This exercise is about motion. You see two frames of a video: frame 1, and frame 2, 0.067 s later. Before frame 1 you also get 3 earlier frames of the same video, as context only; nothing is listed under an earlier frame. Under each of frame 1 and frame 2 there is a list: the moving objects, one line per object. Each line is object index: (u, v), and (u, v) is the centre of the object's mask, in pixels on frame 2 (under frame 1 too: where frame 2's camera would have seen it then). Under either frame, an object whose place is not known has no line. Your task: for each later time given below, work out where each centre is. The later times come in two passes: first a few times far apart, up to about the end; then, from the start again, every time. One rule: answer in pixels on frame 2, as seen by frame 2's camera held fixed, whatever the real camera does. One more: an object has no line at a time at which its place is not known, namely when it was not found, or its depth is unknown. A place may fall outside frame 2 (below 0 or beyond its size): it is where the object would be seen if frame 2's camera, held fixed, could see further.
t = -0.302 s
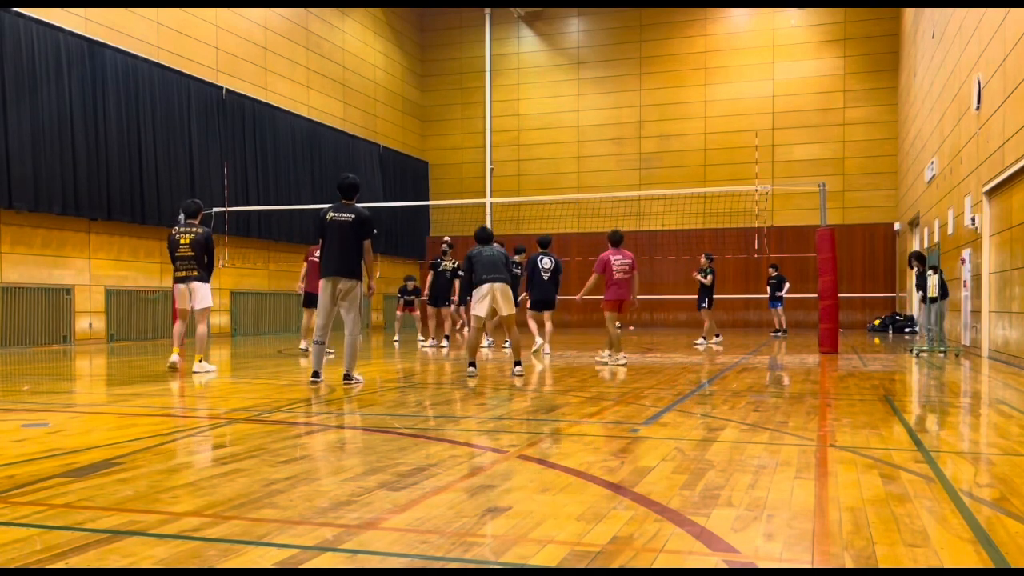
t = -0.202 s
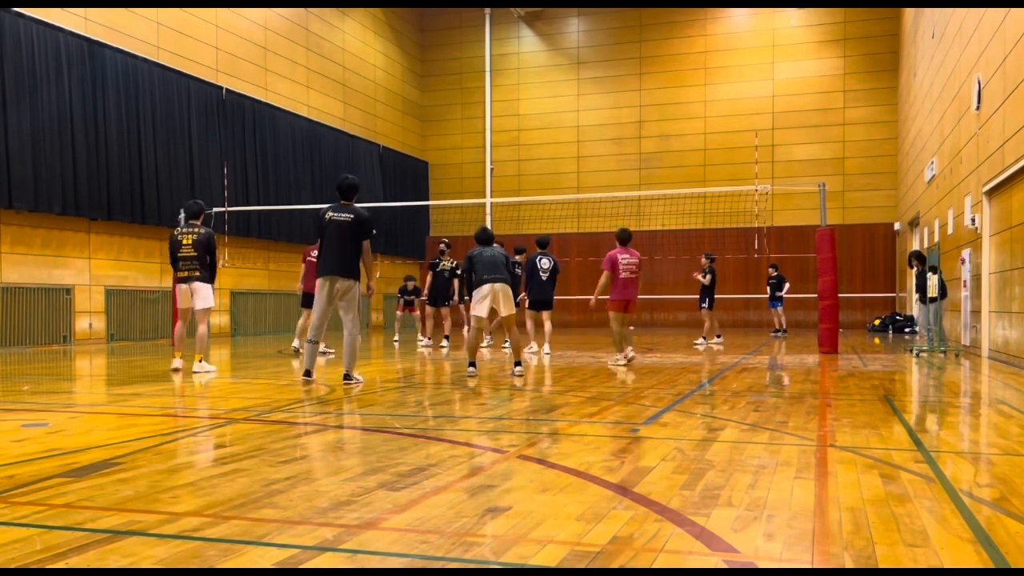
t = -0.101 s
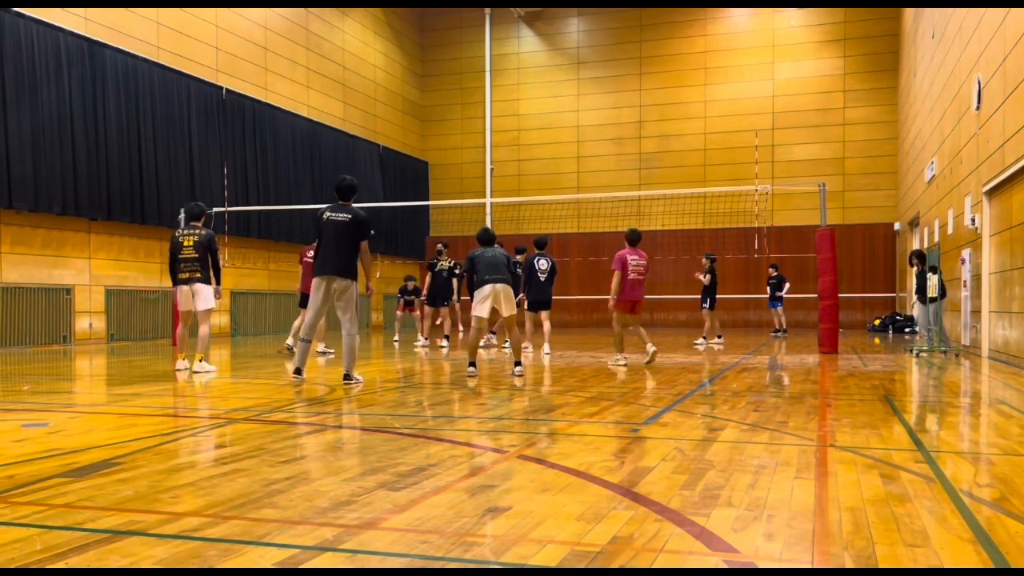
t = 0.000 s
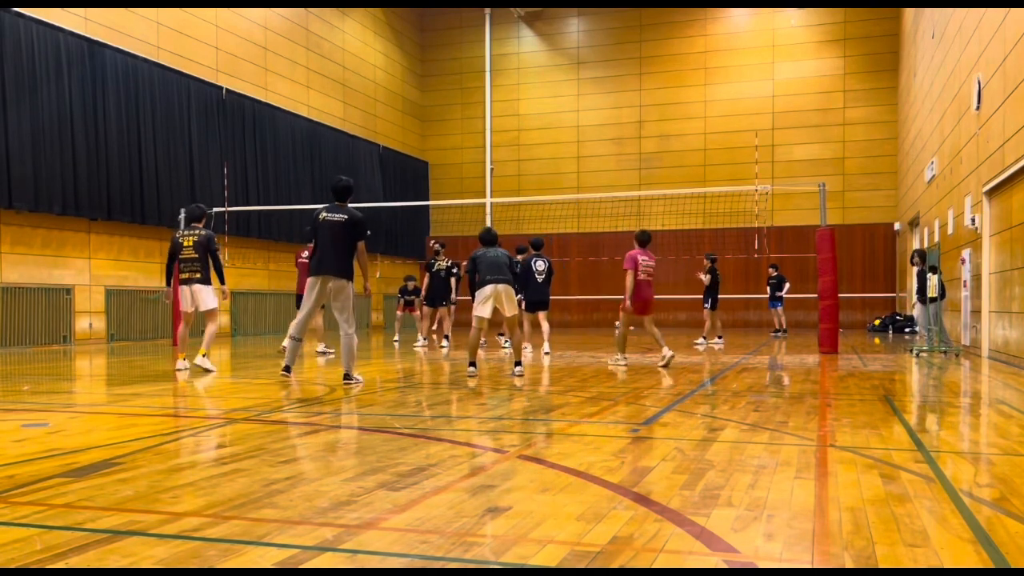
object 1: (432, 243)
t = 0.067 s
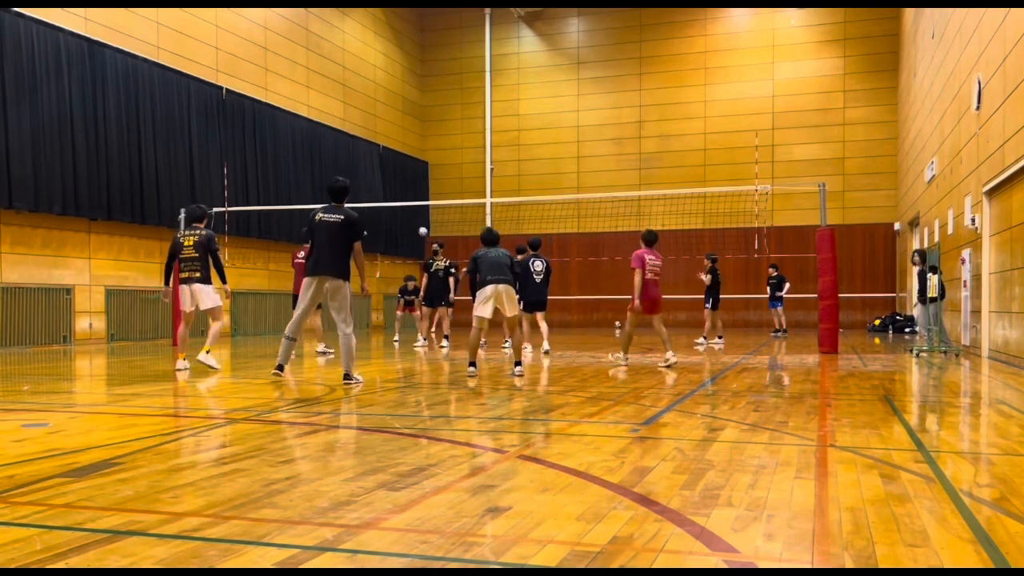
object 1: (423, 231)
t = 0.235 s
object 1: (389, 202)
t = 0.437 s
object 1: (335, 177)
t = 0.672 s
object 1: (251, 161)
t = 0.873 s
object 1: (155, 171)
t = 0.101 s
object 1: (416, 225)
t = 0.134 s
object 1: (410, 219)
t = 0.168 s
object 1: (403, 213)
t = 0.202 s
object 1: (396, 208)
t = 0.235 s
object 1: (389, 202)
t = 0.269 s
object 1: (381, 197)
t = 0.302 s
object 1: (372, 193)
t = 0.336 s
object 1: (363, 189)
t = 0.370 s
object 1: (355, 185)
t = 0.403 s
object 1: (345, 181)
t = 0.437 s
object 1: (335, 177)
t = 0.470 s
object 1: (324, 173)
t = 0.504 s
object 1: (313, 170)
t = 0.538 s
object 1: (302, 167)
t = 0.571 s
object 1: (290, 165)
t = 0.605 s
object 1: (278, 163)
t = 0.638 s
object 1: (265, 162)
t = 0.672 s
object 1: (251, 161)
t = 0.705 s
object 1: (236, 161)
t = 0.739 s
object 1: (221, 161)
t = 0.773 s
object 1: (206, 162)
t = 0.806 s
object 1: (190, 165)
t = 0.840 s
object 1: (173, 168)
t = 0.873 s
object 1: (155, 171)
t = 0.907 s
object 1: (136, 176)
